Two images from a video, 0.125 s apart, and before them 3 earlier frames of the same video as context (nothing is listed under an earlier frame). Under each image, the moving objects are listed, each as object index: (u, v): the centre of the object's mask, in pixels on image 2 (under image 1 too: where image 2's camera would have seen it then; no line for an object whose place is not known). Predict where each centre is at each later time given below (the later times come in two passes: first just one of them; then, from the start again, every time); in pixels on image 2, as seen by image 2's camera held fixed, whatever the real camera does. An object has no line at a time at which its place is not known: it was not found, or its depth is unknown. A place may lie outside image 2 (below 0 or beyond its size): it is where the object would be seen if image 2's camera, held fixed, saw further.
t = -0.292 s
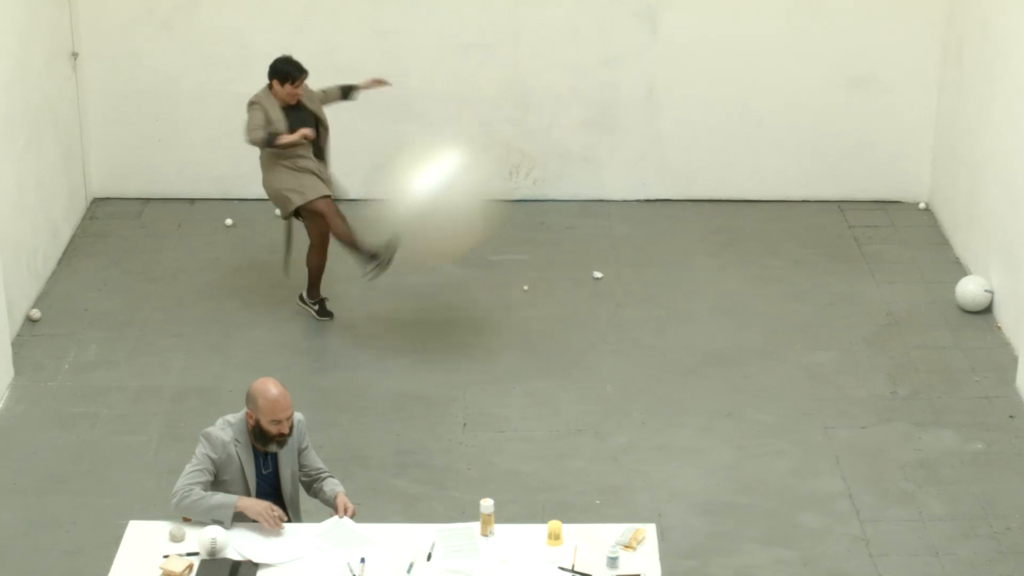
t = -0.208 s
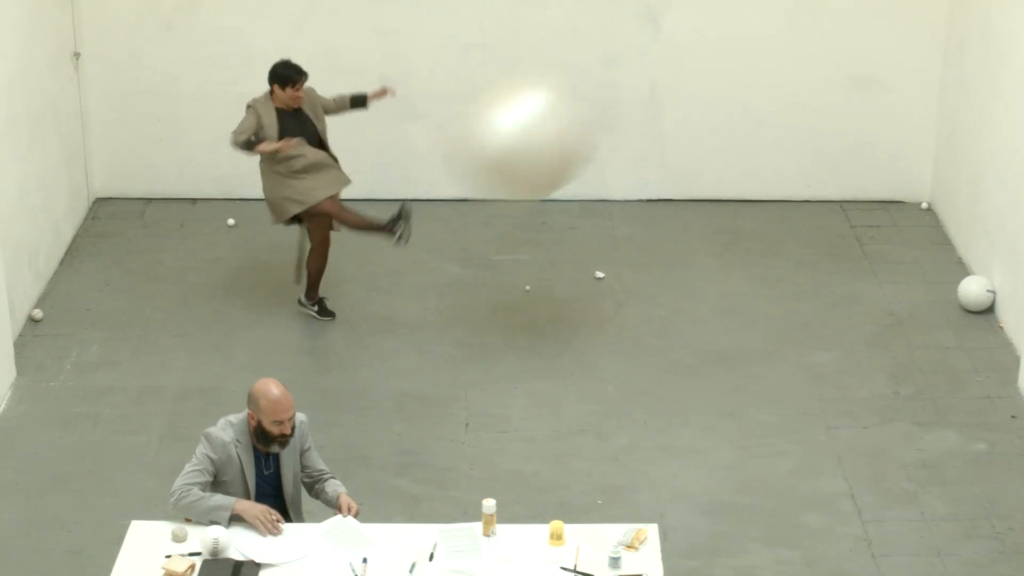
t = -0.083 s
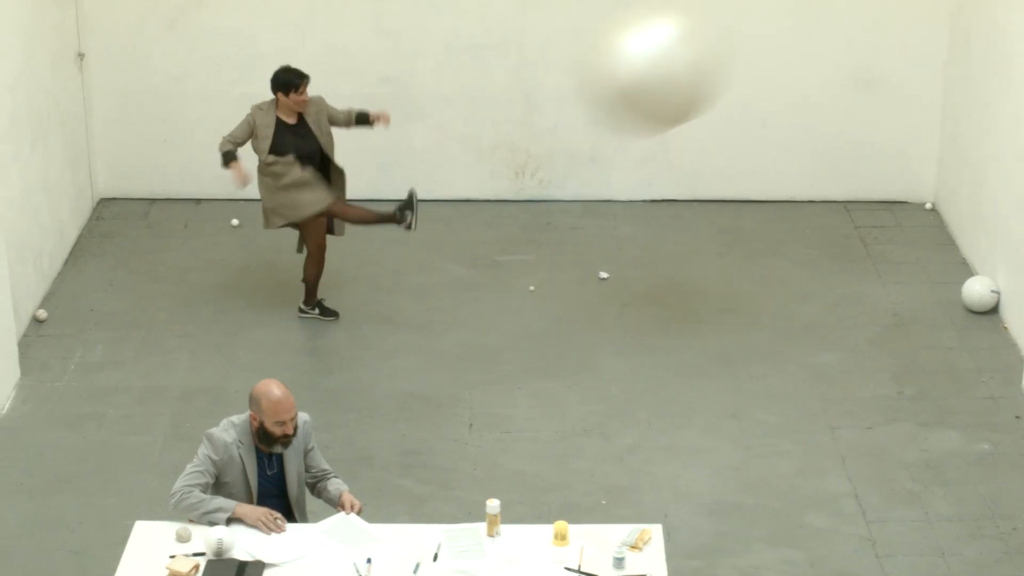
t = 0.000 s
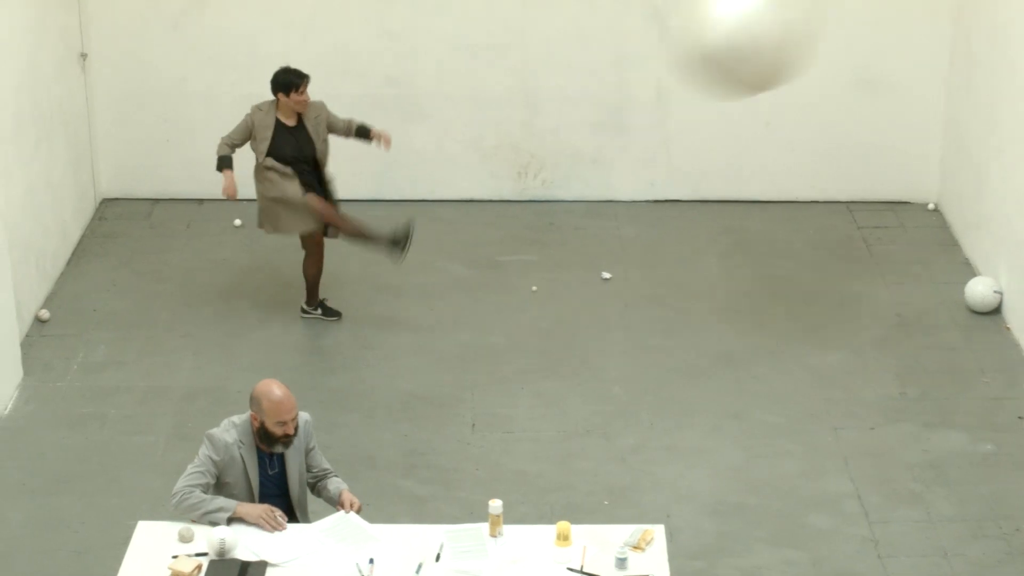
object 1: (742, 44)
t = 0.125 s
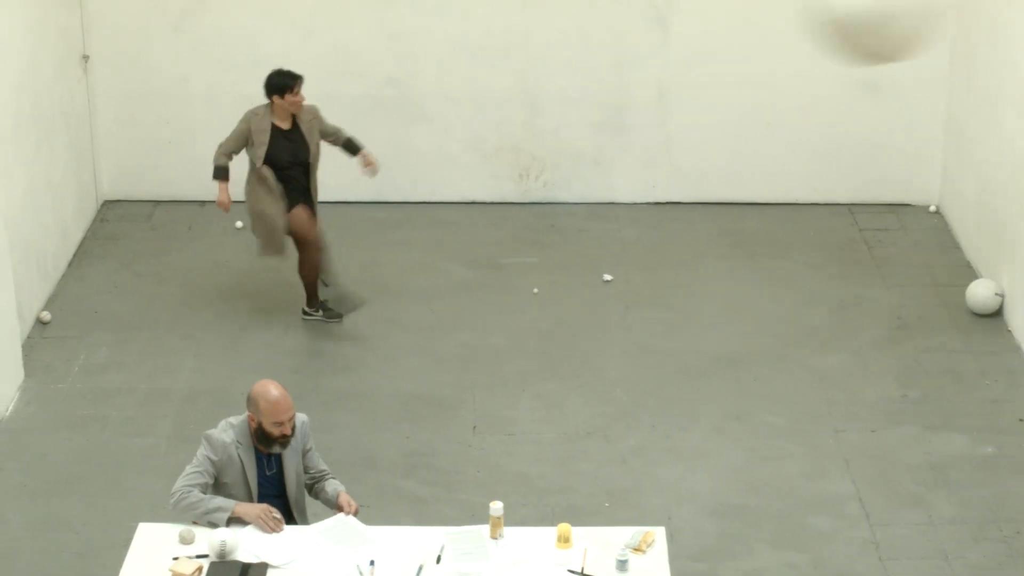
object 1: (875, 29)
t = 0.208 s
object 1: (958, 25)
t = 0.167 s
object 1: (922, 26)
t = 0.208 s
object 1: (958, 25)
